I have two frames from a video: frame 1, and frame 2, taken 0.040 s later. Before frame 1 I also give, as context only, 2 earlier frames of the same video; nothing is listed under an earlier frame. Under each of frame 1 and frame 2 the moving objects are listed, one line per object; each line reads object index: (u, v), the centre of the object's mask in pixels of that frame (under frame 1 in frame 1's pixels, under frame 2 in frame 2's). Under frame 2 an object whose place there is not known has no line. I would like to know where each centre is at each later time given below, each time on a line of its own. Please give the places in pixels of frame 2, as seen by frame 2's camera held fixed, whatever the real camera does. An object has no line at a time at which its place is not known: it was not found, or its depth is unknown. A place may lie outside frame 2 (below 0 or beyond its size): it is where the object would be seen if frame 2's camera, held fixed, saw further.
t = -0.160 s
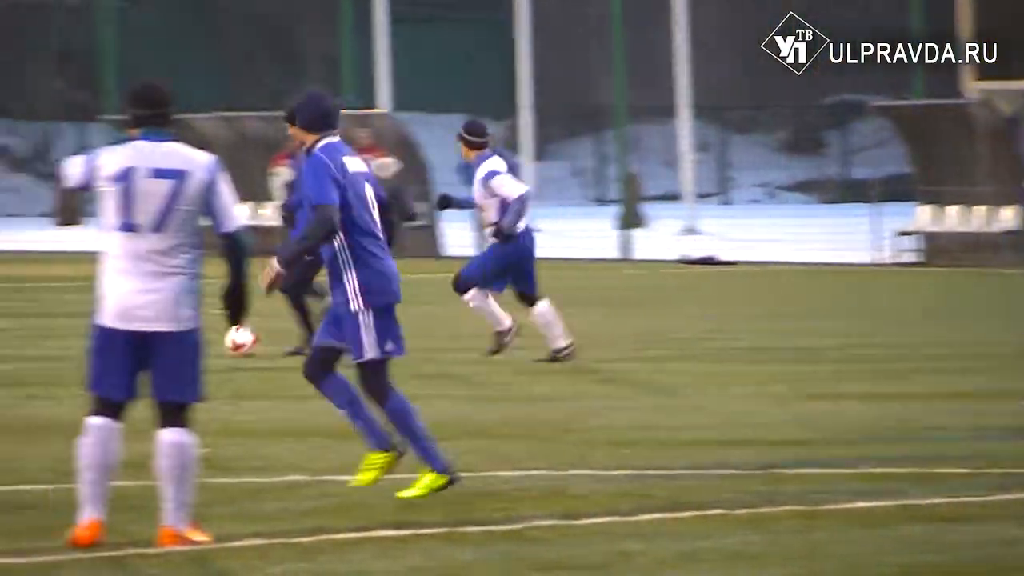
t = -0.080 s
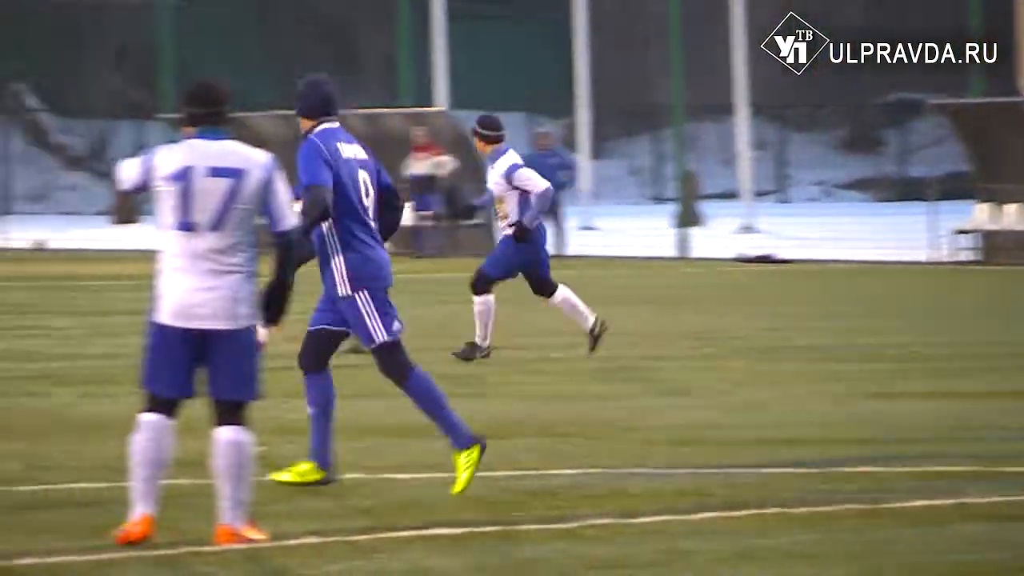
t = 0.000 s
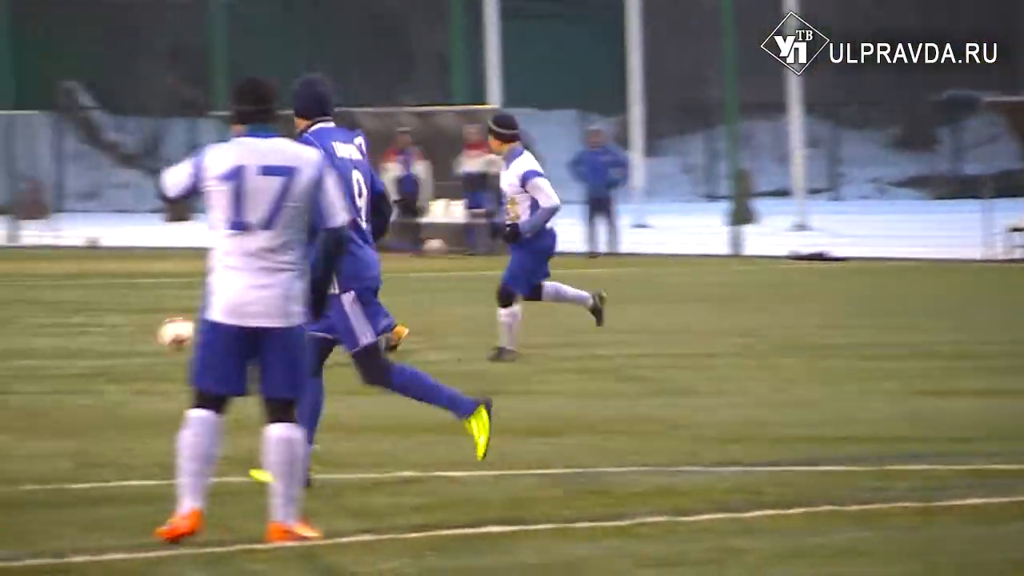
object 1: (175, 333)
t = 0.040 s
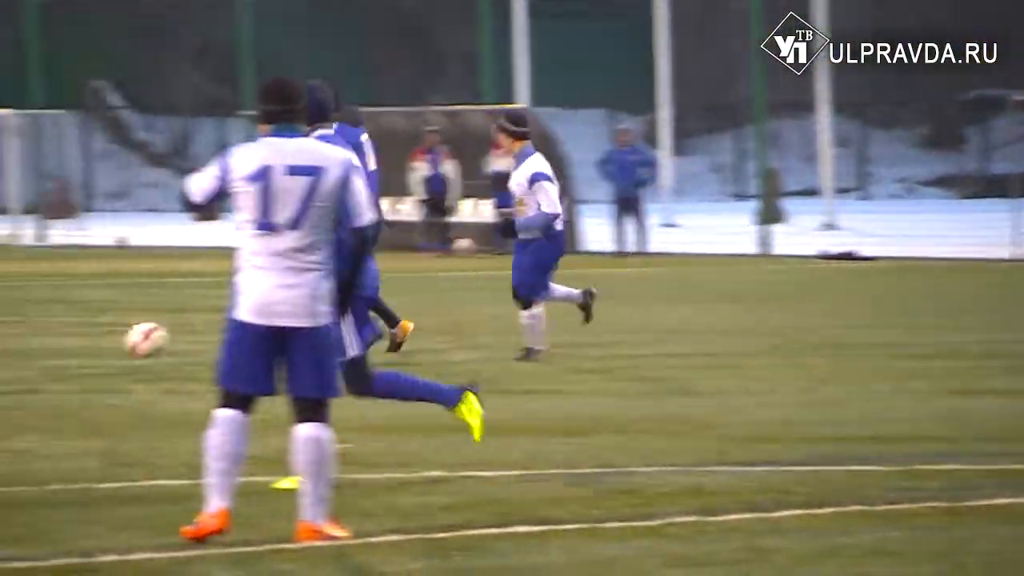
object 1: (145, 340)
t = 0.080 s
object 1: (82, 349)
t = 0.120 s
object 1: (17, 356)
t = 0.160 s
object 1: (-46, 352)
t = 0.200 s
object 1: (-110, 352)
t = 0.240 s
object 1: (-170, 354)
